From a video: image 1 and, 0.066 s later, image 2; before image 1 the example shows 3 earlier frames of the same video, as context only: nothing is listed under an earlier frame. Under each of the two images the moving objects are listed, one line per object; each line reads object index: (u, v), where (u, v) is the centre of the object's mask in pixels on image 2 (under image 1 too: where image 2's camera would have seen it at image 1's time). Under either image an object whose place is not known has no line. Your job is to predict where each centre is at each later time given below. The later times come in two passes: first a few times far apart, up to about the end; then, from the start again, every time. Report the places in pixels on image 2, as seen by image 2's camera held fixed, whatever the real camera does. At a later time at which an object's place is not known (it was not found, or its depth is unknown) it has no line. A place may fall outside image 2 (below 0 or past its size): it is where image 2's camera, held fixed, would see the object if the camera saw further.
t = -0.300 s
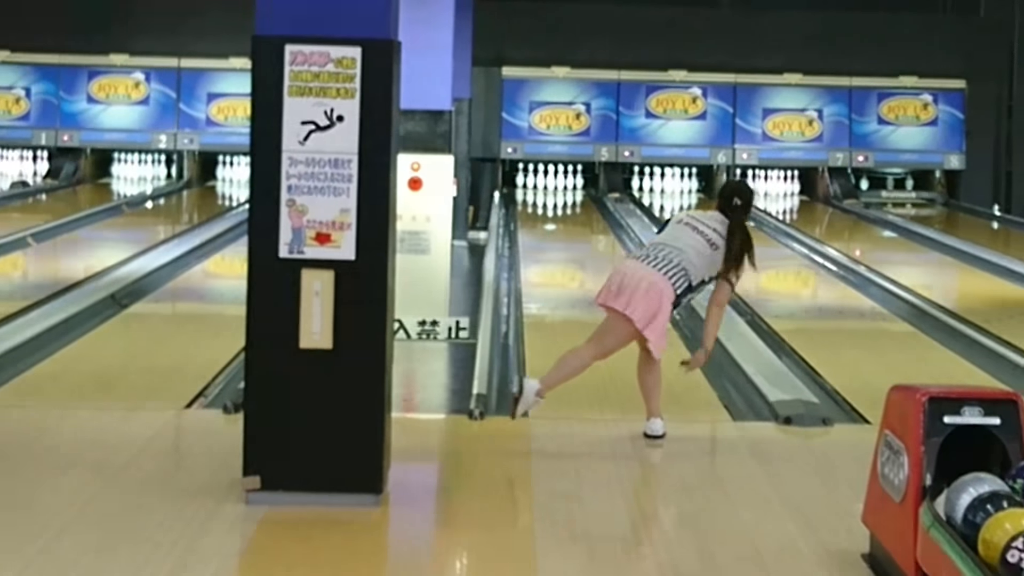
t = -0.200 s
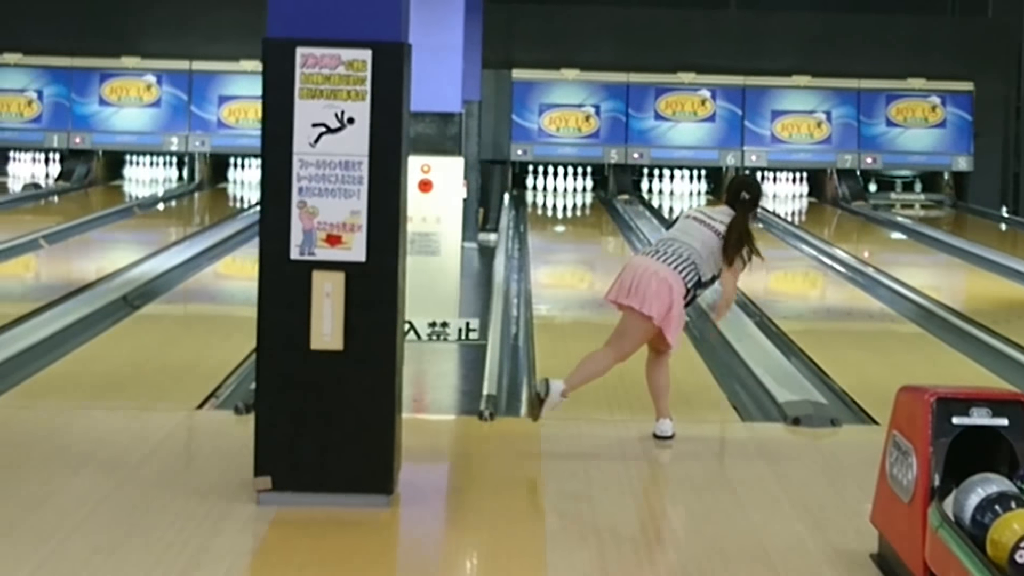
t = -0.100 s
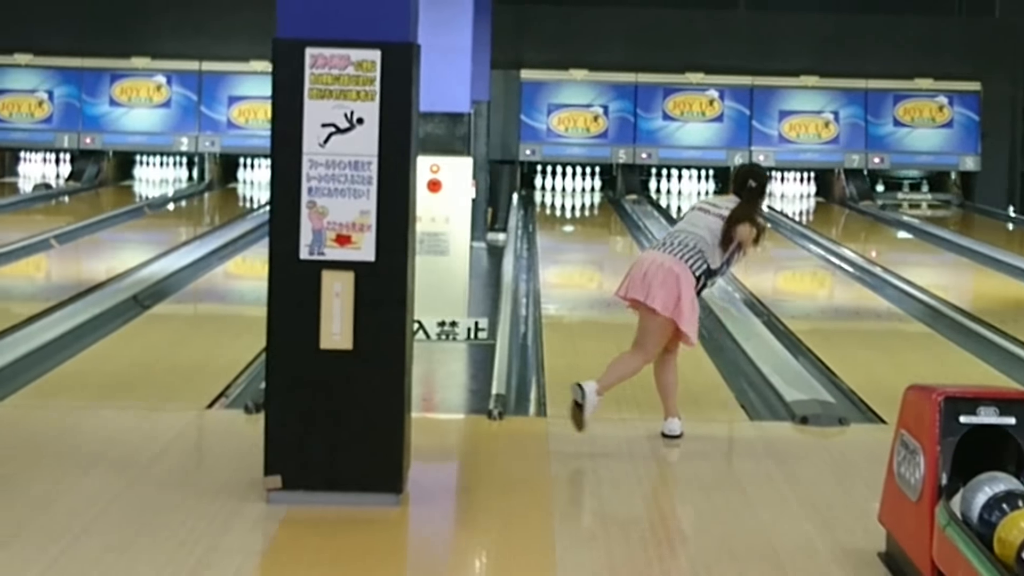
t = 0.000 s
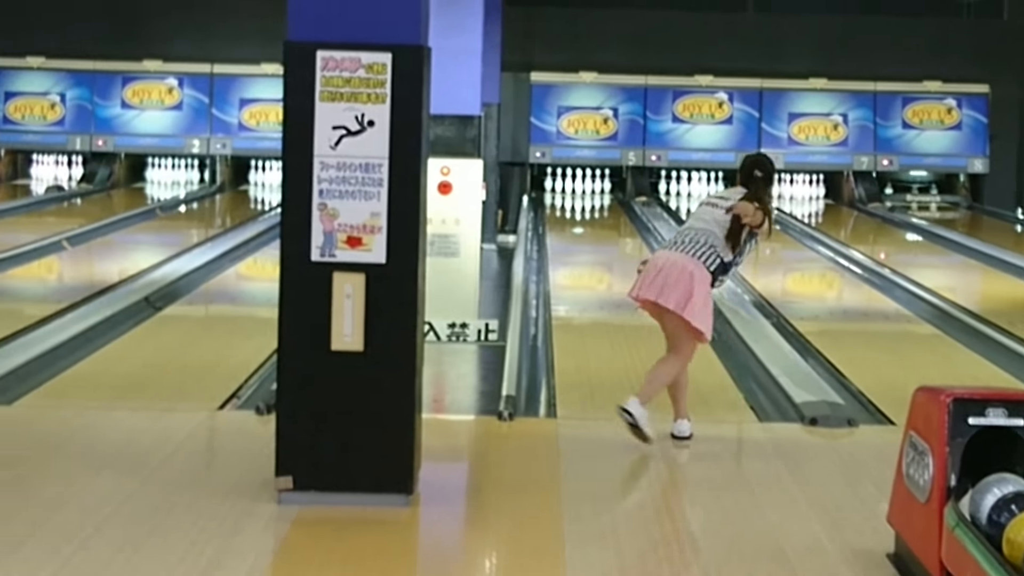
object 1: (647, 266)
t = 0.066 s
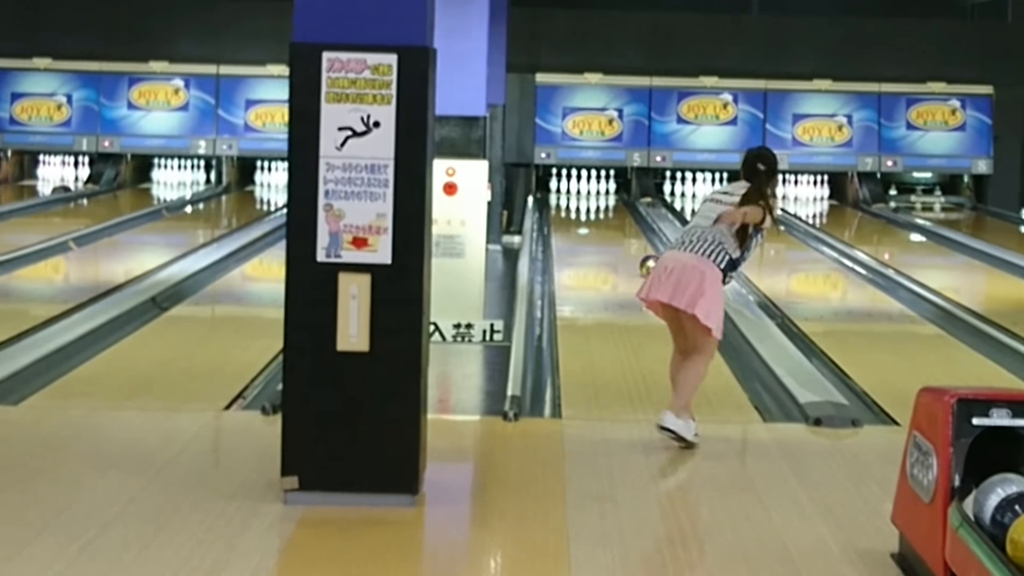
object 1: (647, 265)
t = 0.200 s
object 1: (645, 256)
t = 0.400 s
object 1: (638, 242)
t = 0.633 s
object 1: (630, 230)
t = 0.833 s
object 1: (622, 221)
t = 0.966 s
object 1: (617, 213)
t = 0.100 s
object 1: (648, 263)
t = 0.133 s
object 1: (648, 261)
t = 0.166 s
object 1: (647, 258)
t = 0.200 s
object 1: (645, 256)
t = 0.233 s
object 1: (644, 254)
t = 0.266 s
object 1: (643, 251)
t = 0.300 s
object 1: (642, 249)
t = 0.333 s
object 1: (640, 247)
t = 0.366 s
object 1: (639, 245)
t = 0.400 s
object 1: (638, 242)
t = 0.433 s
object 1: (637, 240)
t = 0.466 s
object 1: (636, 238)
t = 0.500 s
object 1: (634, 237)
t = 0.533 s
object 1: (633, 236)
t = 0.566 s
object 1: (631, 234)
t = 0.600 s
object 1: (630, 232)
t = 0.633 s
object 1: (630, 230)
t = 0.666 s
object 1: (628, 229)
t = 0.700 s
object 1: (627, 227)
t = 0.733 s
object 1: (626, 225)
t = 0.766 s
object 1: (624, 223)
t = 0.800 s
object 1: (623, 223)
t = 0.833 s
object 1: (622, 221)
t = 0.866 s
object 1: (622, 219)
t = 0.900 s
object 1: (620, 218)
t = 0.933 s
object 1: (619, 216)
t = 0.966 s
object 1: (617, 213)
